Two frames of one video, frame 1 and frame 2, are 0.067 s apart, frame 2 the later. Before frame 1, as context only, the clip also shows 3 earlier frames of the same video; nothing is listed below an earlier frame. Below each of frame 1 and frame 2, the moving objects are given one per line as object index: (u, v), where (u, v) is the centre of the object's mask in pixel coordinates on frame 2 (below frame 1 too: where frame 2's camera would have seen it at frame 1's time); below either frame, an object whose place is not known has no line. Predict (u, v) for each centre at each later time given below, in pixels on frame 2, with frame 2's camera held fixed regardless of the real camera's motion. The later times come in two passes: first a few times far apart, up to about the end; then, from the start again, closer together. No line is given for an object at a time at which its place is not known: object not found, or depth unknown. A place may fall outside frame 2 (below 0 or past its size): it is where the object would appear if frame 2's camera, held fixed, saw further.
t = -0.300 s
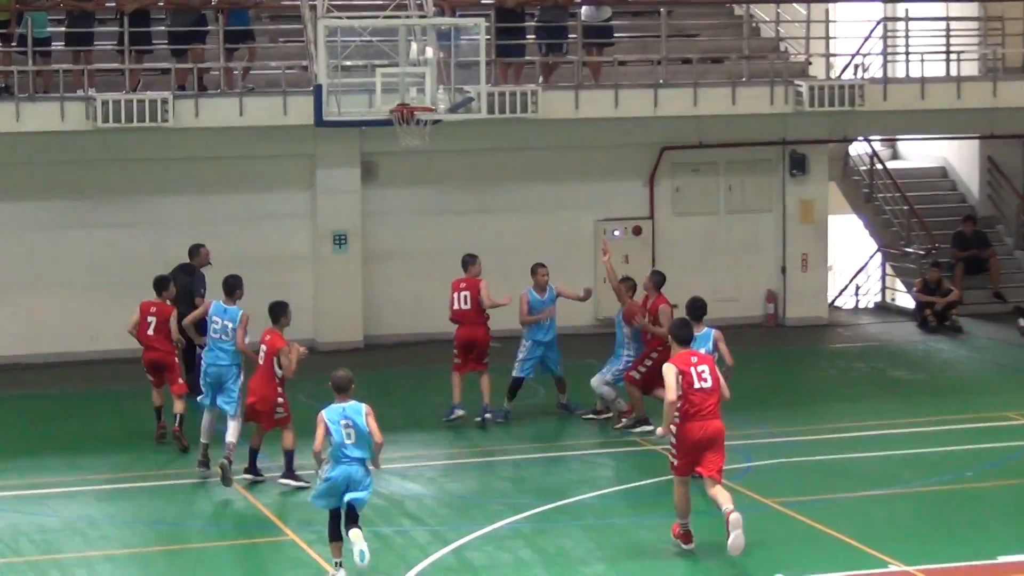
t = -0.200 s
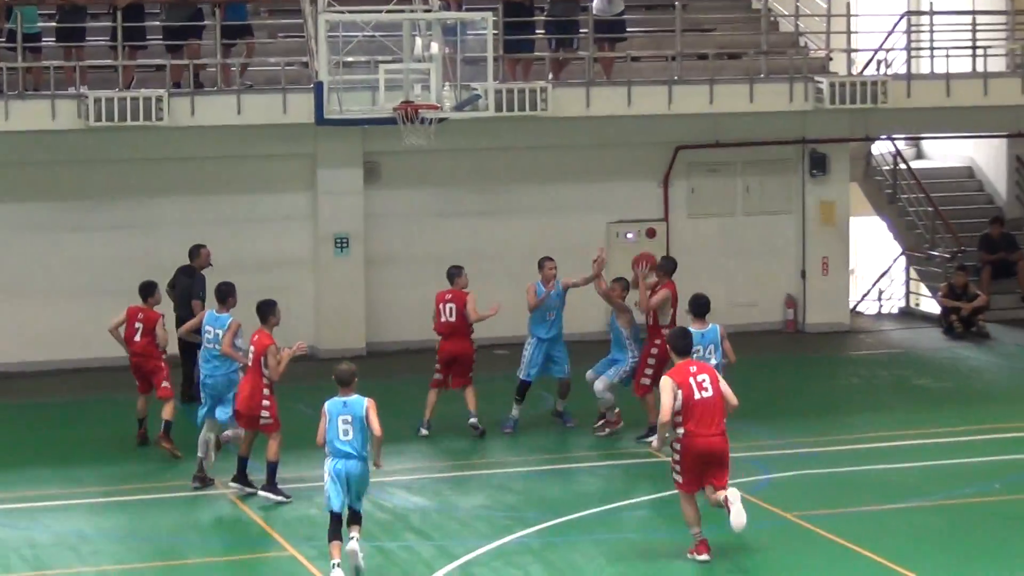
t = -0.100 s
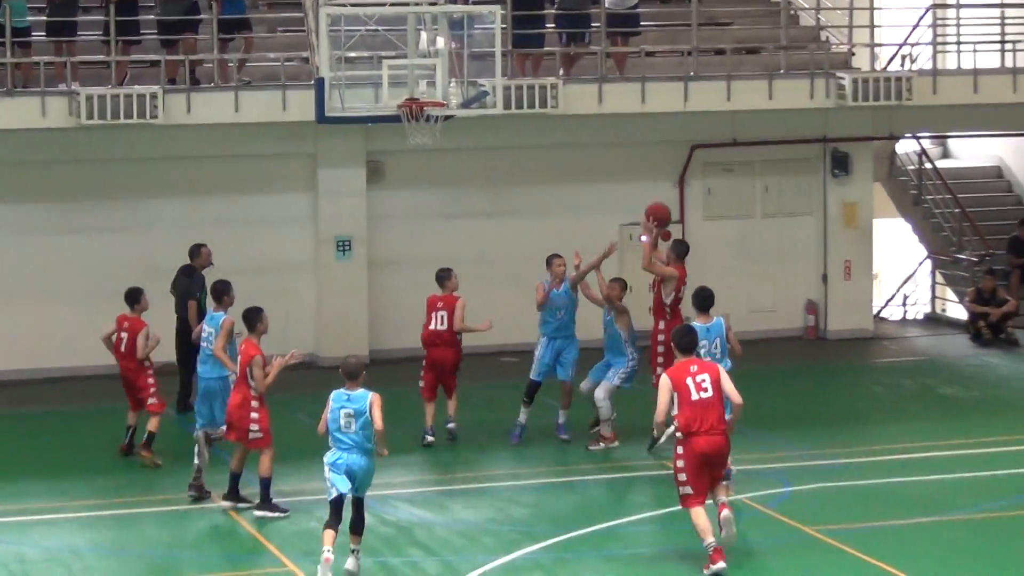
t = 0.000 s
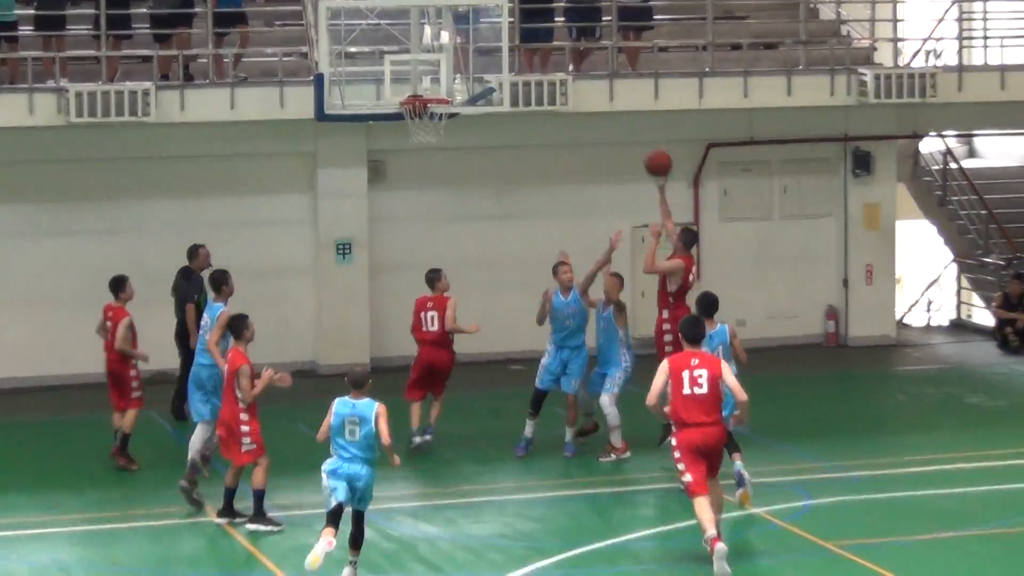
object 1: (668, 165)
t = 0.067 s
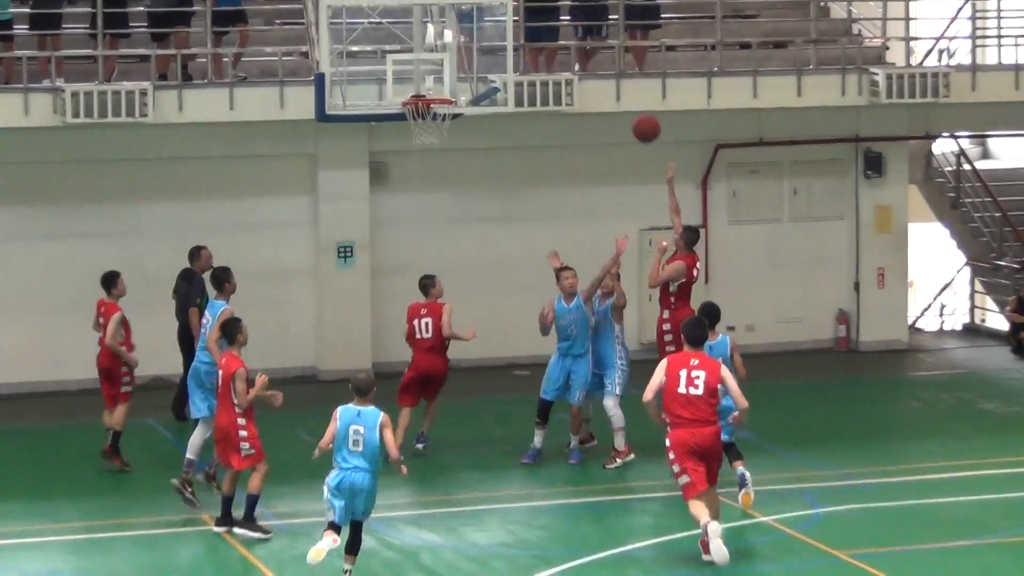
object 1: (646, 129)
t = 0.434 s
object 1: (544, 23)
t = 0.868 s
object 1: (443, 84)
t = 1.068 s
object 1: (431, 46)
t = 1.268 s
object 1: (429, 52)
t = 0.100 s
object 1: (636, 113)
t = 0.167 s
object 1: (617, 85)
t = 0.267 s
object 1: (590, 51)
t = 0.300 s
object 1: (580, 44)
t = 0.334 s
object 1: (572, 37)
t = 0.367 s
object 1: (562, 31)
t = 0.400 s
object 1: (553, 26)
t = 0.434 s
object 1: (544, 23)
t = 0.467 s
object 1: (537, 21)
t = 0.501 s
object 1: (528, 20)
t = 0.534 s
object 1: (520, 20)
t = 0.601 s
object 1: (503, 25)
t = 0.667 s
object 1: (487, 34)
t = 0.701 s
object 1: (479, 40)
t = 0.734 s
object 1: (471, 48)
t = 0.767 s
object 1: (464, 57)
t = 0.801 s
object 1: (456, 66)
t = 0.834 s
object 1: (449, 77)
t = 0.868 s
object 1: (443, 84)
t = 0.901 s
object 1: (439, 74)
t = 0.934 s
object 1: (435, 65)
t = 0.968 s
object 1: (432, 59)
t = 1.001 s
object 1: (432, 53)
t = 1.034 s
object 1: (431, 48)
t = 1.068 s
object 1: (431, 46)
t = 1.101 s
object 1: (430, 44)
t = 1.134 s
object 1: (430, 44)
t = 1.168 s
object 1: (429, 45)
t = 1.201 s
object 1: (428, 46)
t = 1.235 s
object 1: (429, 49)
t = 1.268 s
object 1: (429, 52)
